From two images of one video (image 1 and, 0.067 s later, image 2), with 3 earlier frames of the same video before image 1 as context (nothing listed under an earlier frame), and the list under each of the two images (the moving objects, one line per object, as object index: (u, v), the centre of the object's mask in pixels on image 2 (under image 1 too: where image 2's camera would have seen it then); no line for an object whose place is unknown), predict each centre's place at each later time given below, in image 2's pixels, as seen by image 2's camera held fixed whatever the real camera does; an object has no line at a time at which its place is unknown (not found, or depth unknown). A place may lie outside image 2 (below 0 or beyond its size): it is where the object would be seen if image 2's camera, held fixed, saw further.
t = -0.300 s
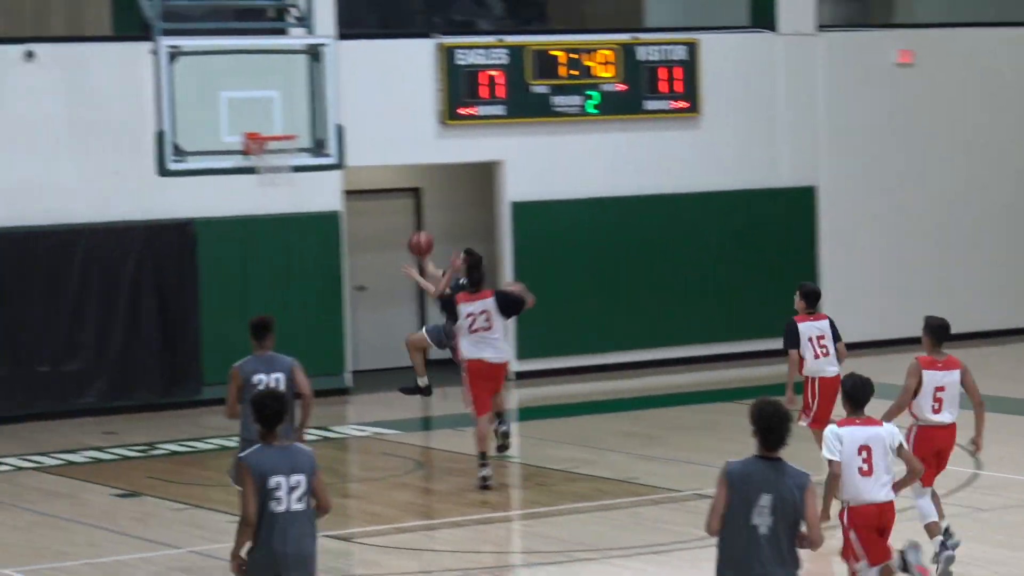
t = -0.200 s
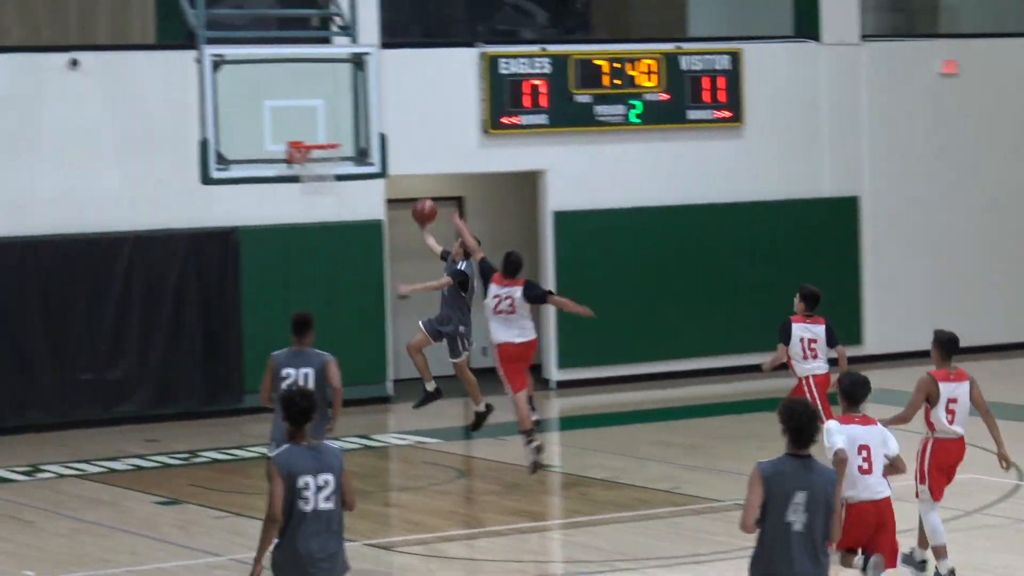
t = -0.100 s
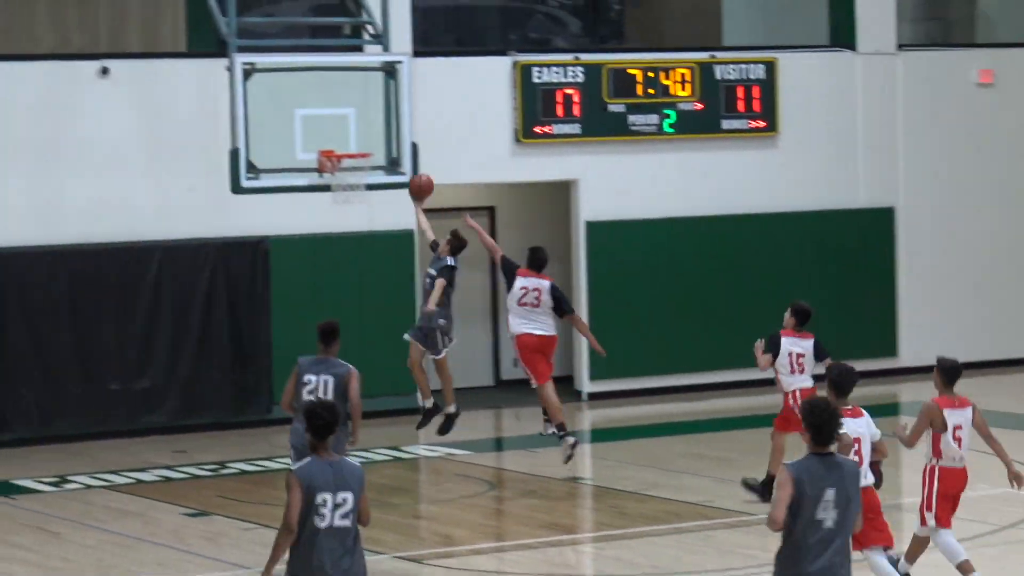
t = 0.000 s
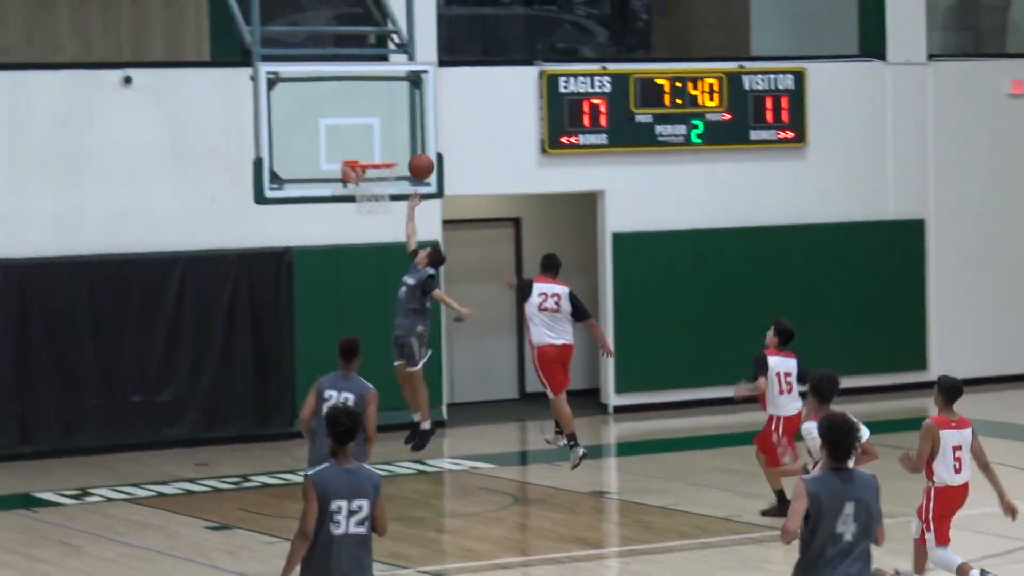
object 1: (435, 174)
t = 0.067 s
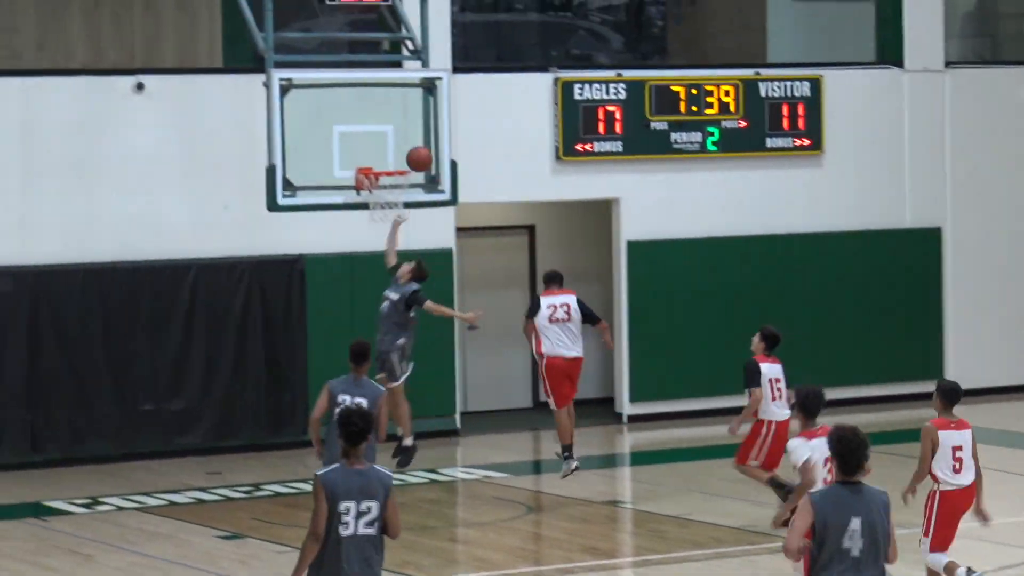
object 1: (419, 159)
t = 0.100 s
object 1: (412, 154)
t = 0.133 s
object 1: (404, 149)
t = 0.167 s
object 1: (401, 145)
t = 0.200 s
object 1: (400, 142)
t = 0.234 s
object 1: (400, 140)
